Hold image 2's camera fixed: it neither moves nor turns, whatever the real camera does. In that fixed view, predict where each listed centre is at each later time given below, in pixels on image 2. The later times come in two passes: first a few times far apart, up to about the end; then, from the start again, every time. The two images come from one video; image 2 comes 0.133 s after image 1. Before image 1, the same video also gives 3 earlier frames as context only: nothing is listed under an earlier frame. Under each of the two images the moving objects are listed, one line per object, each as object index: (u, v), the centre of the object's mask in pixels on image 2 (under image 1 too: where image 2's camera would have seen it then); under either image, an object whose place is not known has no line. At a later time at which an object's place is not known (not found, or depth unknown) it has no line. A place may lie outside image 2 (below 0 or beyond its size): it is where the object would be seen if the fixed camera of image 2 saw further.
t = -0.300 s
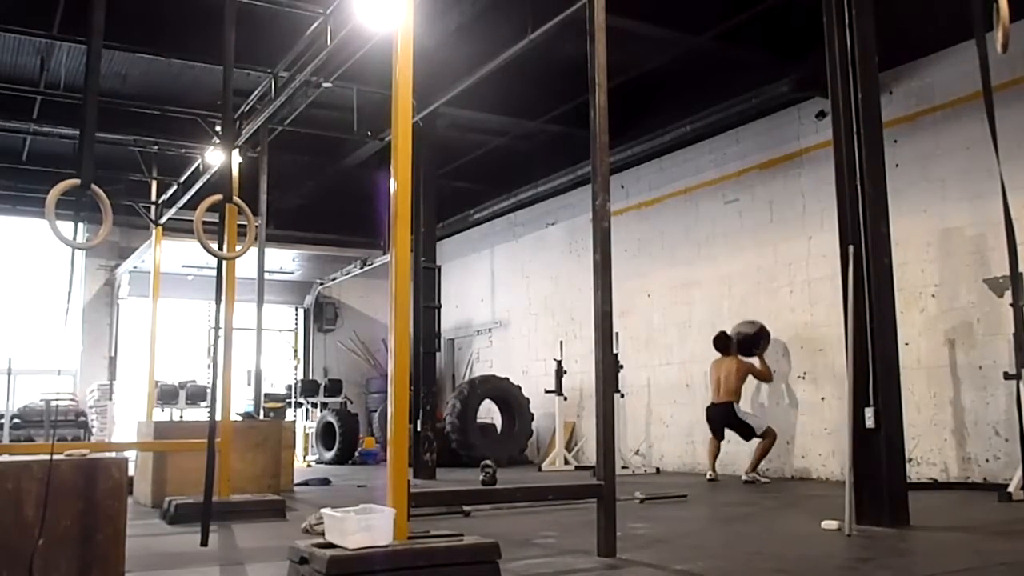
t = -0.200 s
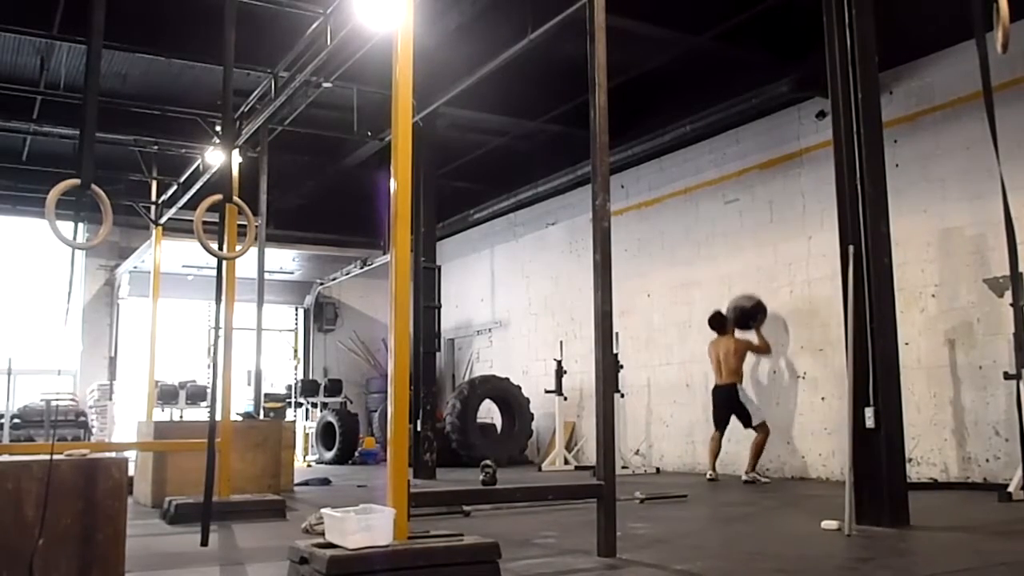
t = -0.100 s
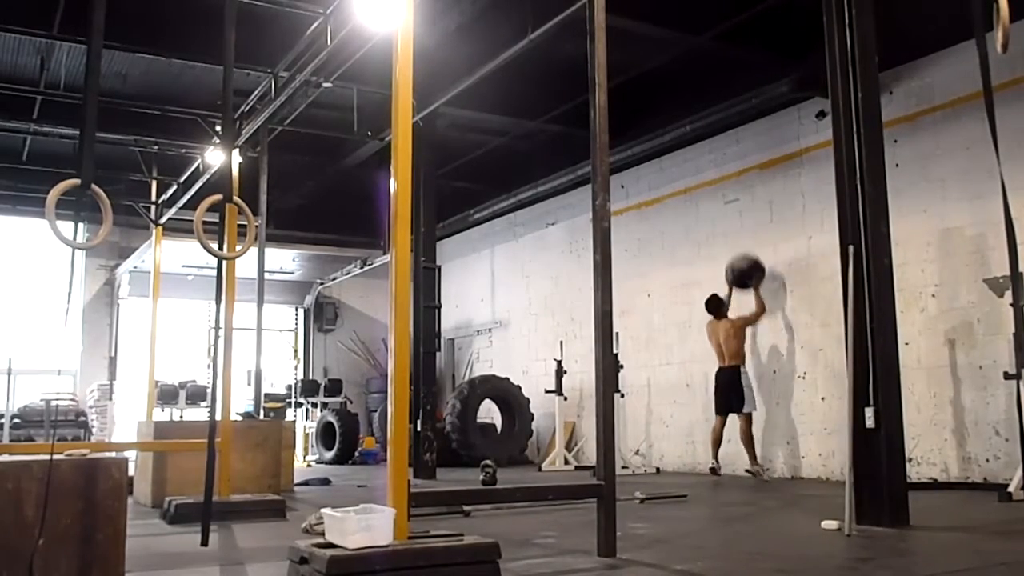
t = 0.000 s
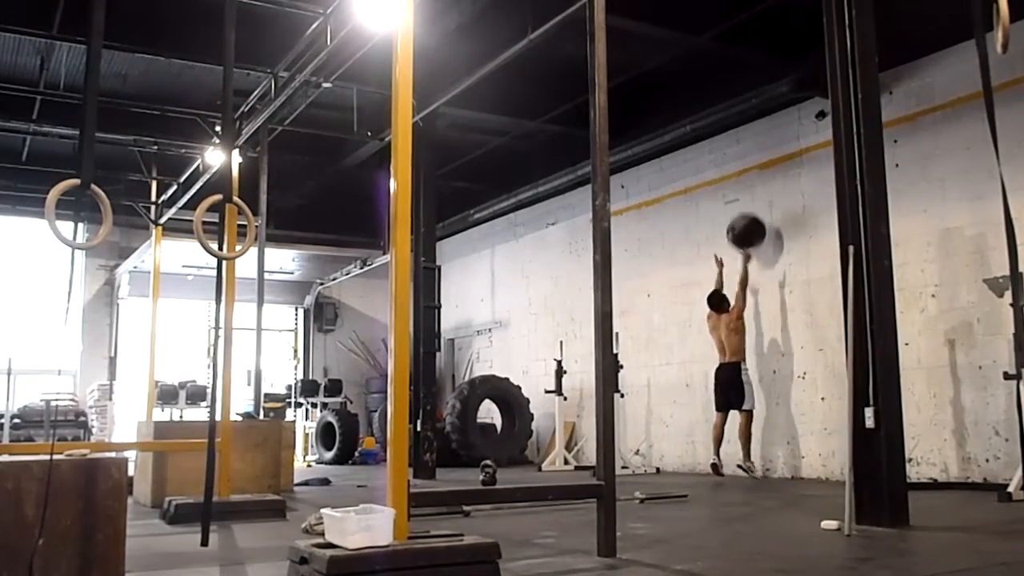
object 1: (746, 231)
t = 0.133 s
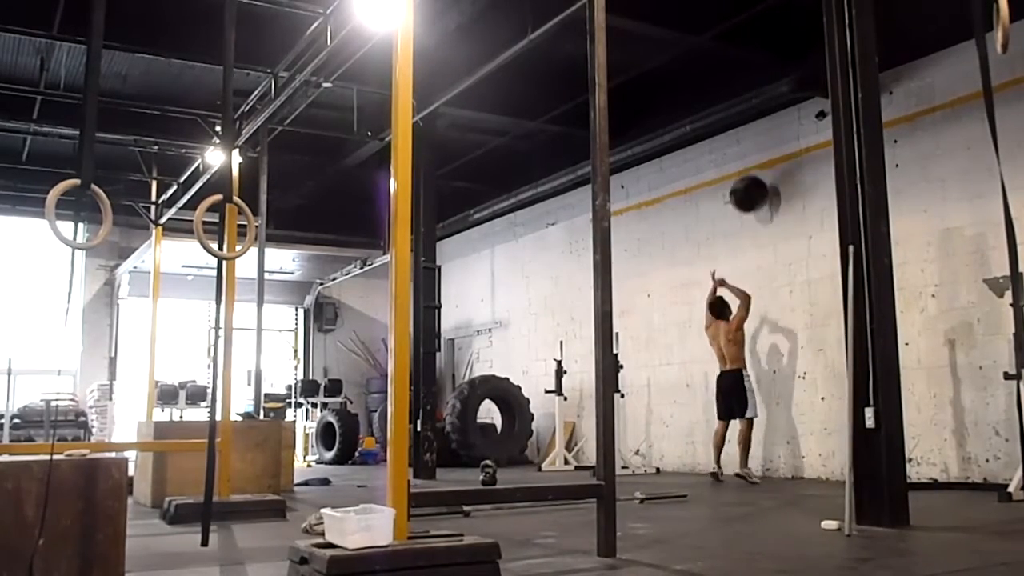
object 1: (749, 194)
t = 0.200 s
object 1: (749, 181)
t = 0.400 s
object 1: (746, 173)
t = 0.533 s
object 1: (744, 191)
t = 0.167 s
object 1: (749, 187)
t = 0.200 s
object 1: (749, 181)
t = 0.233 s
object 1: (750, 177)
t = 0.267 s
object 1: (750, 174)
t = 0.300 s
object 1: (750, 172)
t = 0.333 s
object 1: (749, 171)
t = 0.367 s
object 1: (748, 171)
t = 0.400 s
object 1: (746, 173)
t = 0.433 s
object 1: (745, 175)
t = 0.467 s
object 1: (744, 178)
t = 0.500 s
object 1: (743, 183)
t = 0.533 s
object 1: (744, 191)
